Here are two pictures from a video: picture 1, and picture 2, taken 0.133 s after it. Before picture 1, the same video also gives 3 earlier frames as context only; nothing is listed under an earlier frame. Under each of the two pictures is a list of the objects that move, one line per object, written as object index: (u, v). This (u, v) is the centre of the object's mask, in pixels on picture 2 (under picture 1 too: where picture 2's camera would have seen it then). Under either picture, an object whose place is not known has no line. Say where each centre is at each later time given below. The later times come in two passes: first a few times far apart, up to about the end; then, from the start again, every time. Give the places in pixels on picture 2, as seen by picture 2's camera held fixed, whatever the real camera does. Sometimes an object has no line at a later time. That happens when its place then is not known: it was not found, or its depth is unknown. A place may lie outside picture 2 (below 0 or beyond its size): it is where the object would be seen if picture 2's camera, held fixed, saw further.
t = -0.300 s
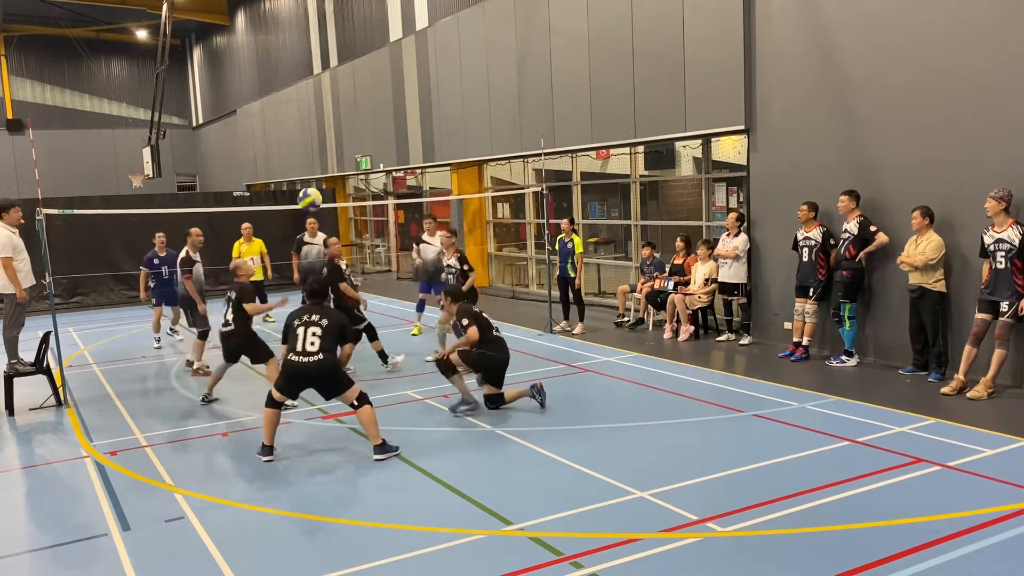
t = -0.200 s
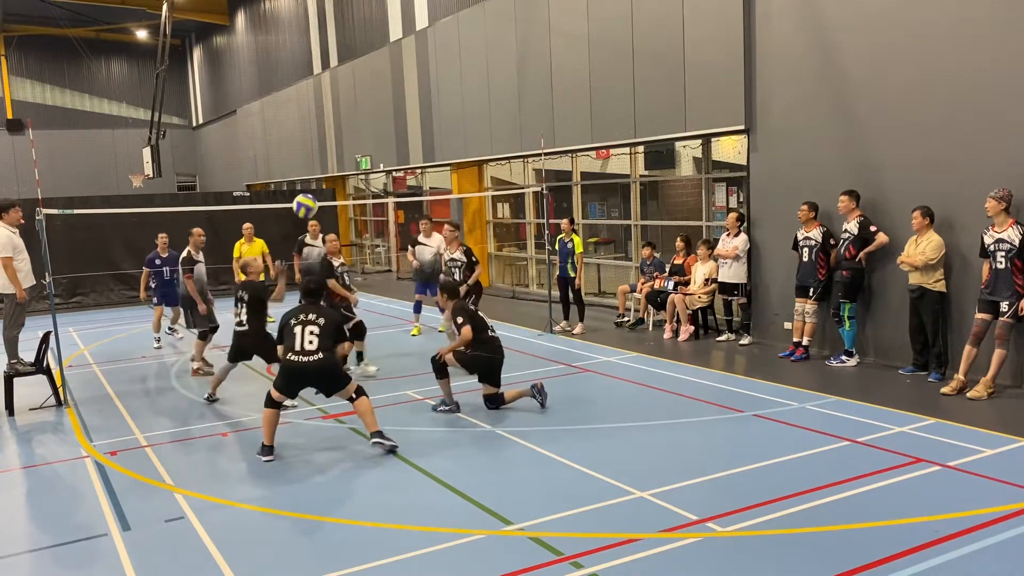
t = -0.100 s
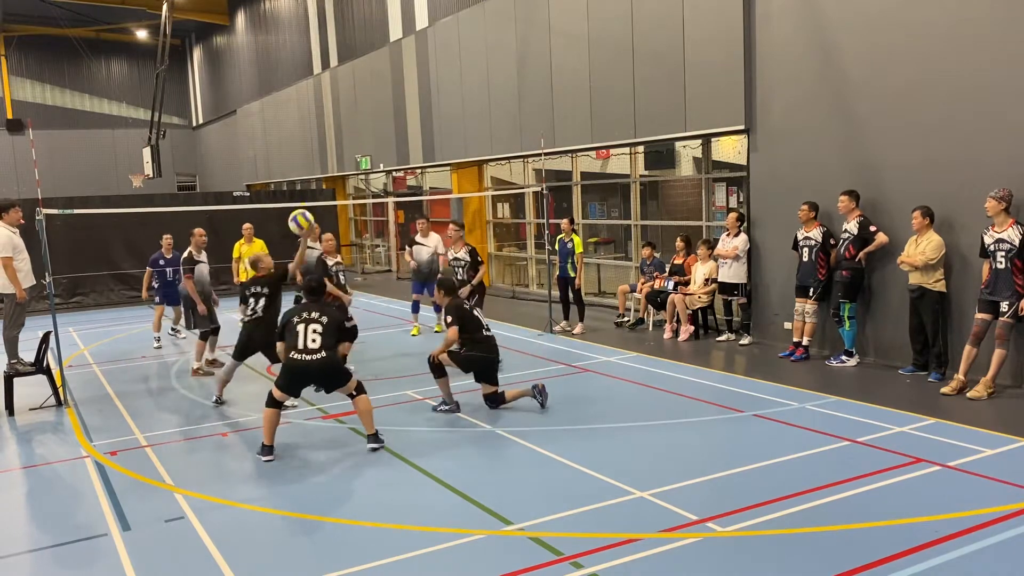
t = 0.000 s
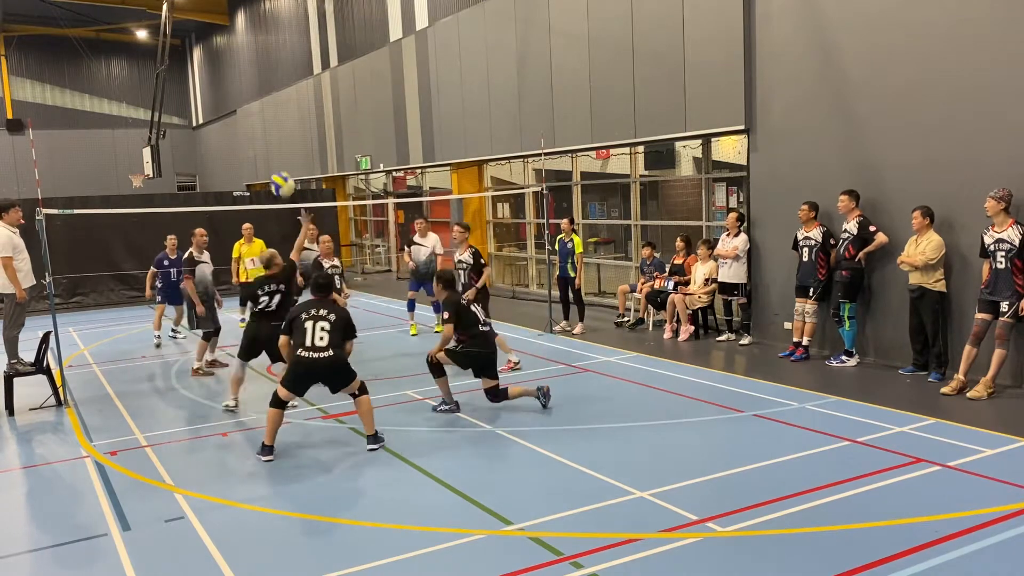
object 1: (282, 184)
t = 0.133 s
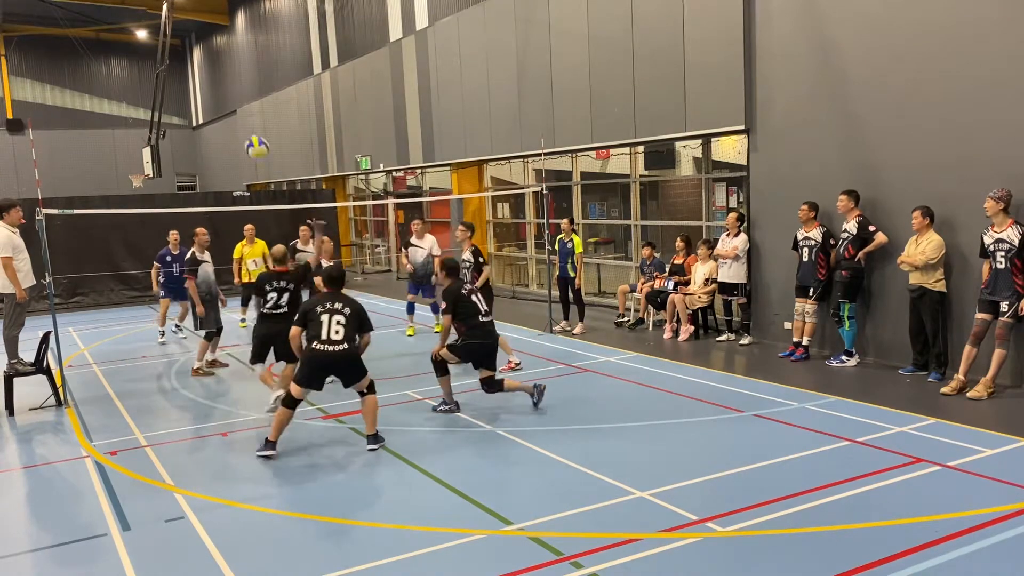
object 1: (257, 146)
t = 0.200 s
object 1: (246, 137)
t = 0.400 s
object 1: (218, 130)
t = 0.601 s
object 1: (196, 154)
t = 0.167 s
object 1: (251, 141)
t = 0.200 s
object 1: (246, 137)
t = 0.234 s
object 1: (241, 133)
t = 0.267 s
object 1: (236, 131)
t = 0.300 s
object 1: (231, 129)
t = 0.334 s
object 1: (227, 128)
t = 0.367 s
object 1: (222, 129)
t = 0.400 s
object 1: (218, 130)
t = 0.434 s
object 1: (213, 132)
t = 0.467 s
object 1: (210, 135)
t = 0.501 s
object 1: (206, 139)
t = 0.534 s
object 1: (202, 143)
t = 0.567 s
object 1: (199, 148)
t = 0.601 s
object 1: (196, 154)
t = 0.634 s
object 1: (193, 161)
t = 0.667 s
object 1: (190, 167)
